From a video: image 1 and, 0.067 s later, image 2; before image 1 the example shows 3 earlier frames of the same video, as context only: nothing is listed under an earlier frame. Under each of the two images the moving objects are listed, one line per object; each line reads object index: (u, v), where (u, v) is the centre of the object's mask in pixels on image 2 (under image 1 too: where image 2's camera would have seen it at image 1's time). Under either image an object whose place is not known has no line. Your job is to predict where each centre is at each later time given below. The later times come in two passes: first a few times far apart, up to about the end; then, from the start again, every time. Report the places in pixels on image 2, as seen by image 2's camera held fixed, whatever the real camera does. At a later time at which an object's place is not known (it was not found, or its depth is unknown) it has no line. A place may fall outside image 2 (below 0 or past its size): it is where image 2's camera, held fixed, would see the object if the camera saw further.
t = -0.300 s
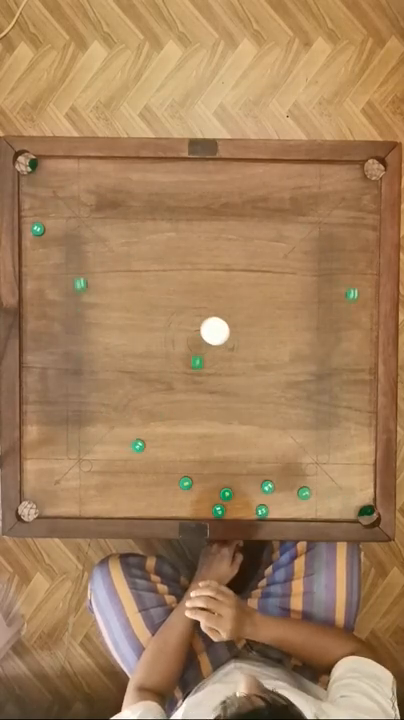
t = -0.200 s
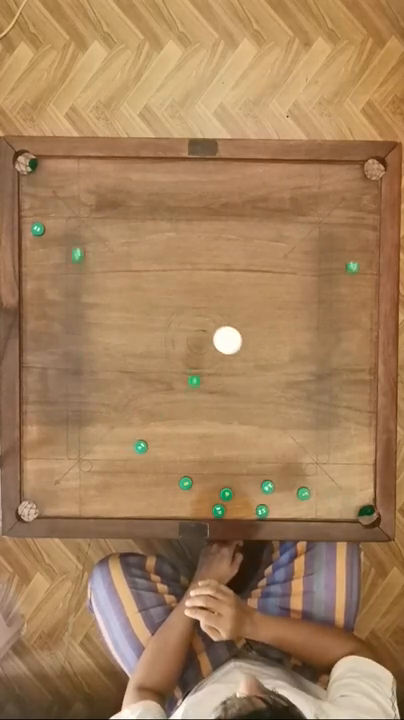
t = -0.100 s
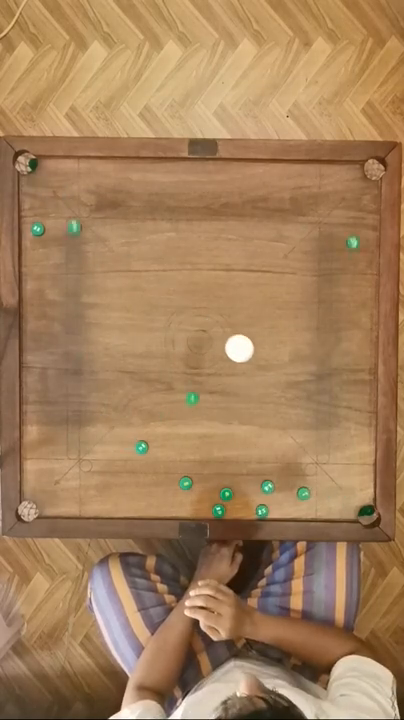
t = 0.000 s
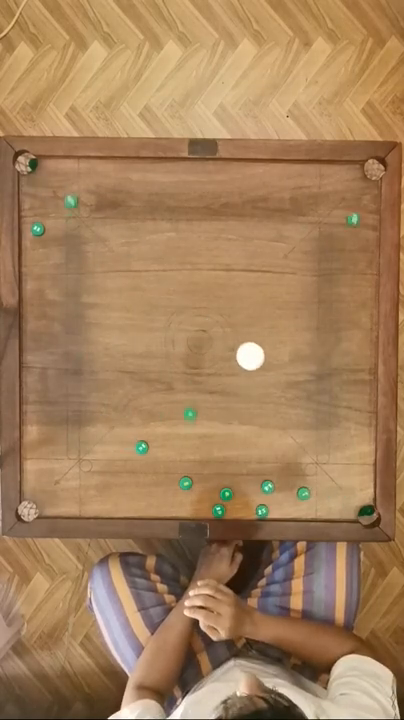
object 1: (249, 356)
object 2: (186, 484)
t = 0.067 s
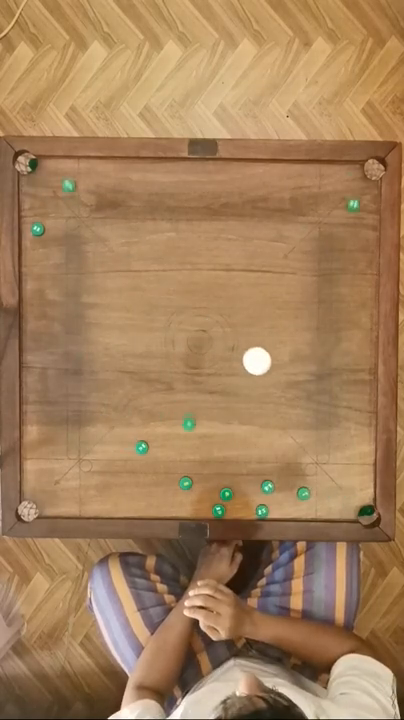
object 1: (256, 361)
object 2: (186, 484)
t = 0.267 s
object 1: (273, 375)
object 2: (186, 484)
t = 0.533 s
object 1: (293, 393)
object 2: (187, 490)
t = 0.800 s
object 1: (308, 409)
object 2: (192, 509)
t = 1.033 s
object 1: (318, 422)
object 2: (192, 513)
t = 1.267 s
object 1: (325, 432)
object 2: (192, 513)
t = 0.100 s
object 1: (259, 363)
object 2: (186, 484)
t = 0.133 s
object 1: (262, 366)
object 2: (186, 484)
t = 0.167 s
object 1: (265, 368)
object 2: (186, 484)
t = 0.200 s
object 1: (268, 370)
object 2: (186, 484)
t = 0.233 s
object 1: (271, 373)
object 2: (186, 484)
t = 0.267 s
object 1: (273, 375)
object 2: (186, 484)
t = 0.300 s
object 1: (276, 378)
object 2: (186, 484)
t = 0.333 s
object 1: (278, 380)
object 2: (186, 484)
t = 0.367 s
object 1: (281, 382)
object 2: (186, 484)
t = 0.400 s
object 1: (283, 384)
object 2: (186, 484)
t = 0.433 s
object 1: (286, 387)
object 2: (186, 484)
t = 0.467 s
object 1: (288, 389)
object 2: (186, 484)
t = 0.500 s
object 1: (290, 391)
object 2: (186, 487)
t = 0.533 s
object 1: (293, 393)
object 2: (187, 490)
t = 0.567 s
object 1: (295, 395)
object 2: (188, 492)
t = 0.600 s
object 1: (297, 397)
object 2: (189, 495)
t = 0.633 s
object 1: (299, 399)
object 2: (189, 498)
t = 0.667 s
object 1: (301, 401)
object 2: (190, 500)
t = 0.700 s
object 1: (303, 403)
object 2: (190, 503)
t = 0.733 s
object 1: (305, 405)
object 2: (191, 505)
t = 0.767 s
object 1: (307, 407)
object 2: (191, 507)
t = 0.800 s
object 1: (308, 409)
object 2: (192, 509)
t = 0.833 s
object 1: (310, 411)
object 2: (192, 511)
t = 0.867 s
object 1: (311, 413)
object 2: (192, 512)
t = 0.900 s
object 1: (313, 414)
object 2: (193, 513)
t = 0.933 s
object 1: (314, 416)
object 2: (192, 513)
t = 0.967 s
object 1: (315, 418)
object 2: (192, 513)
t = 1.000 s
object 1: (316, 420)
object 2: (192, 513)
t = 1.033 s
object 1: (318, 422)
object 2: (192, 513)
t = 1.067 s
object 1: (319, 423)
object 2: (192, 513)
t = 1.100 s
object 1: (320, 425)
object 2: (192, 513)
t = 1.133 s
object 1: (321, 426)
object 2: (193, 513)
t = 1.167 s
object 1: (322, 428)
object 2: (193, 513)
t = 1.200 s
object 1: (323, 430)
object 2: (192, 513)
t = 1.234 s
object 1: (324, 431)
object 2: (192, 513)
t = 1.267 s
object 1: (325, 432)
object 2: (192, 513)
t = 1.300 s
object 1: (326, 434)
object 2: (193, 513)
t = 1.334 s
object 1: (326, 435)
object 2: (192, 513)
